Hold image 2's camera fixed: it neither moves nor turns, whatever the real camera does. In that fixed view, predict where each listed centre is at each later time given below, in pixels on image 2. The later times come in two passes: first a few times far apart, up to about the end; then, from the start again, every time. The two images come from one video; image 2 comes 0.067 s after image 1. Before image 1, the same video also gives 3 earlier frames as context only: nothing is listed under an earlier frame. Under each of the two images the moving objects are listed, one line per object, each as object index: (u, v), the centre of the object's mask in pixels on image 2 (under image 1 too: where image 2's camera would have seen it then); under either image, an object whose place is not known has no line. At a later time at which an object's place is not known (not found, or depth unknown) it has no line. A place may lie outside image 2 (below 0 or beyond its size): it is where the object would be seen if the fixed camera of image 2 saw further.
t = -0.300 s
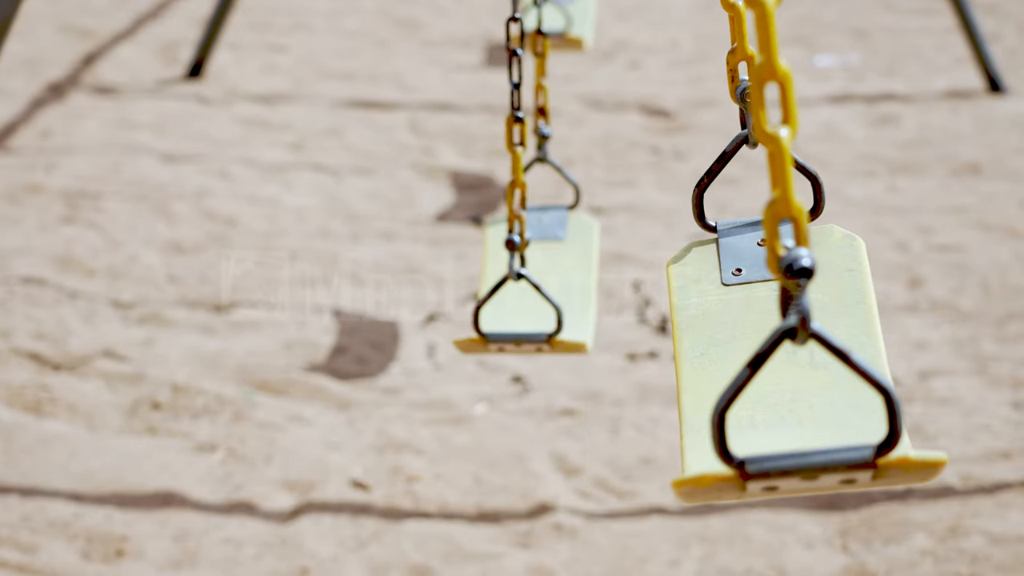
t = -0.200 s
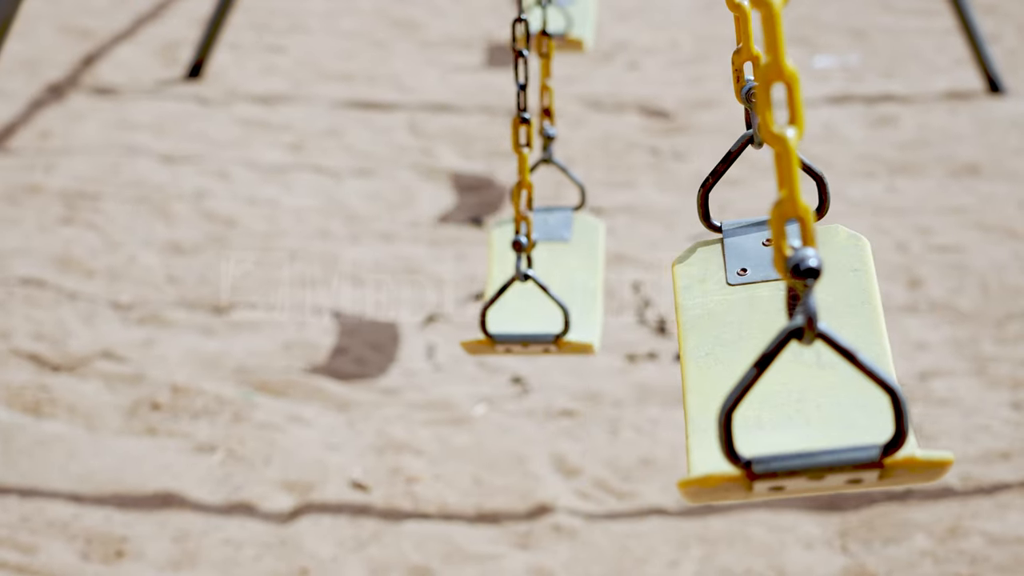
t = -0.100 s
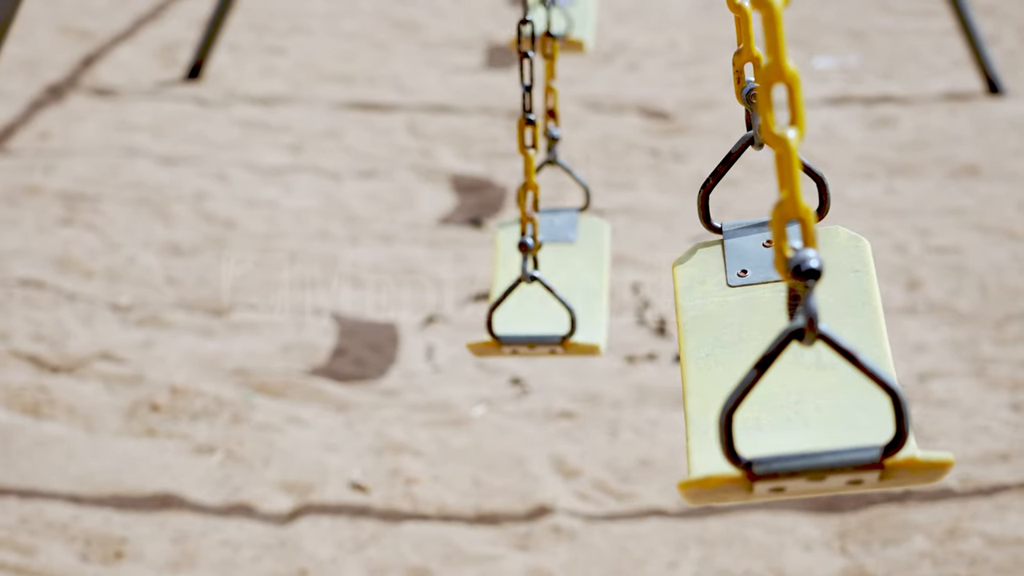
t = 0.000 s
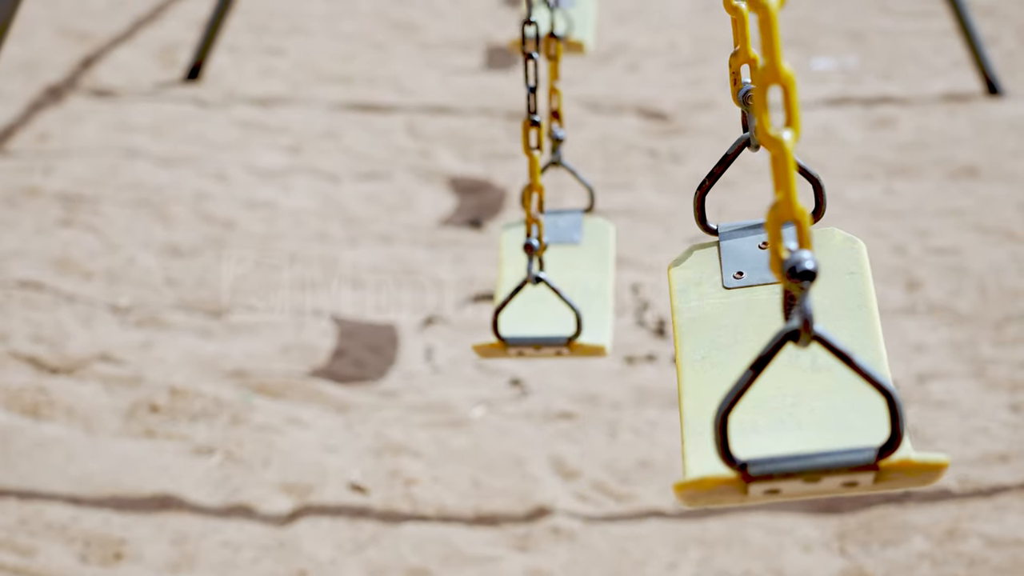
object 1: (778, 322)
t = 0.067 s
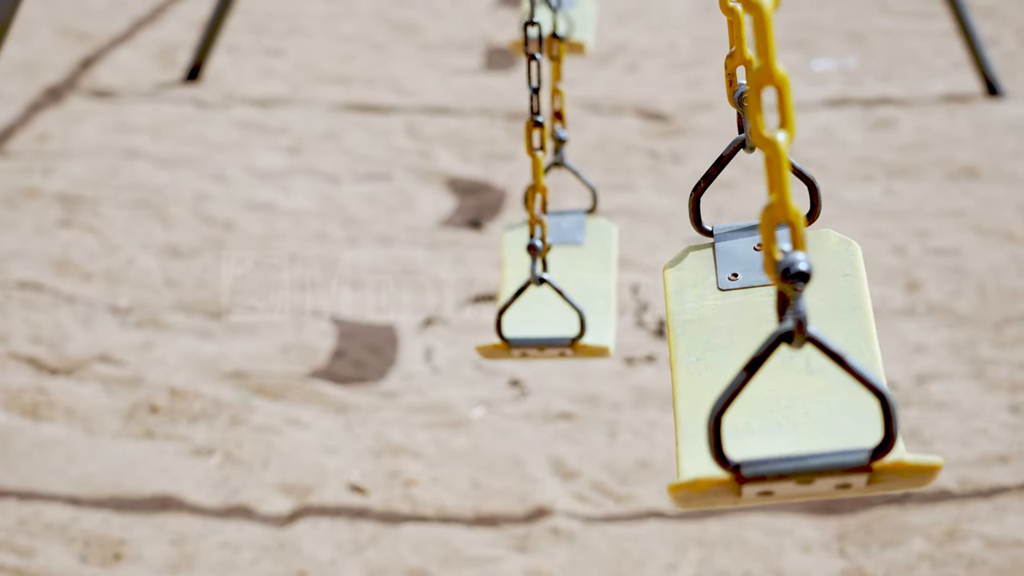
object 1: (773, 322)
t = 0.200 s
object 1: (758, 327)
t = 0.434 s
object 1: (713, 339)
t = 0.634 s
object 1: (657, 339)
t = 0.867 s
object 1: (576, 343)
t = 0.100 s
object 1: (770, 323)
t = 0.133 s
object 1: (766, 325)
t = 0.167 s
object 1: (762, 326)
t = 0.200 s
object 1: (758, 327)
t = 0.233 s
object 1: (752, 328)
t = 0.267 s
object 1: (746, 330)
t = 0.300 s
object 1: (740, 331)
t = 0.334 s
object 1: (734, 333)
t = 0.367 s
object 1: (728, 336)
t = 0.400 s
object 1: (720, 337)
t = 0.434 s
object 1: (713, 339)
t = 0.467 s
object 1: (704, 341)
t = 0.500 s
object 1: (696, 342)
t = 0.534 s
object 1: (686, 344)
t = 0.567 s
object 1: (677, 344)
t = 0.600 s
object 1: (667, 345)
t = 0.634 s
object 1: (657, 339)
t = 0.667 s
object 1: (646, 338)
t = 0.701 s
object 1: (635, 345)
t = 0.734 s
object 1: (623, 344)
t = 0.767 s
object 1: (613, 337)
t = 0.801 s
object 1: (600, 344)
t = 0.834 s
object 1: (587, 342)
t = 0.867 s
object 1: (576, 343)
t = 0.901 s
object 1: (563, 343)
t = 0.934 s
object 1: (552, 333)
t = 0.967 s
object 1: (539, 332)
